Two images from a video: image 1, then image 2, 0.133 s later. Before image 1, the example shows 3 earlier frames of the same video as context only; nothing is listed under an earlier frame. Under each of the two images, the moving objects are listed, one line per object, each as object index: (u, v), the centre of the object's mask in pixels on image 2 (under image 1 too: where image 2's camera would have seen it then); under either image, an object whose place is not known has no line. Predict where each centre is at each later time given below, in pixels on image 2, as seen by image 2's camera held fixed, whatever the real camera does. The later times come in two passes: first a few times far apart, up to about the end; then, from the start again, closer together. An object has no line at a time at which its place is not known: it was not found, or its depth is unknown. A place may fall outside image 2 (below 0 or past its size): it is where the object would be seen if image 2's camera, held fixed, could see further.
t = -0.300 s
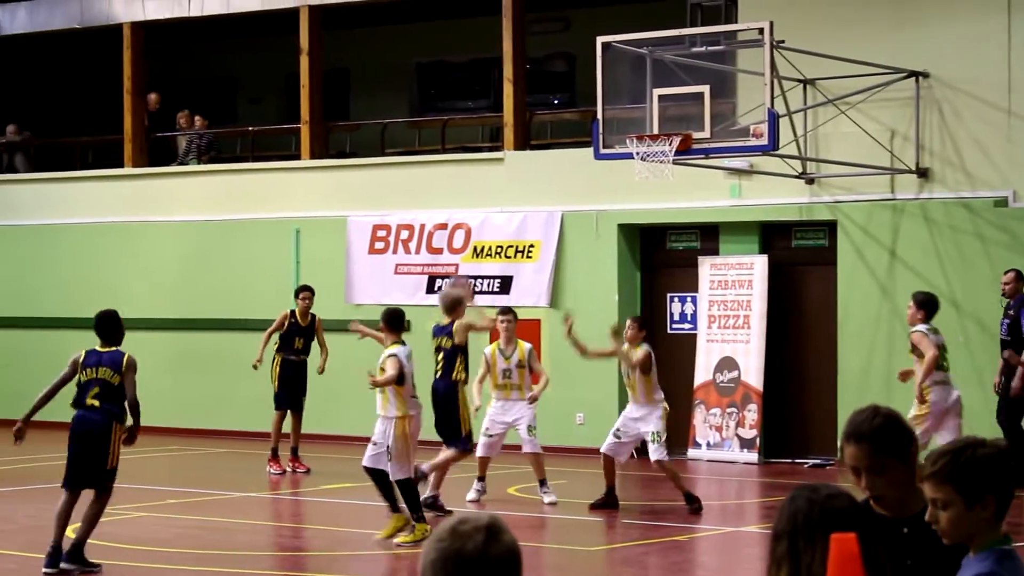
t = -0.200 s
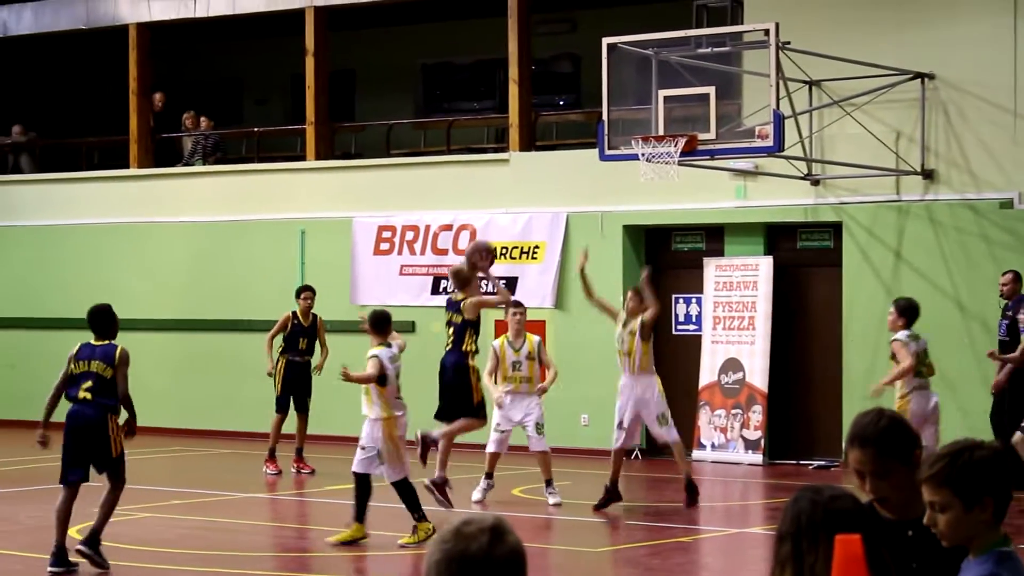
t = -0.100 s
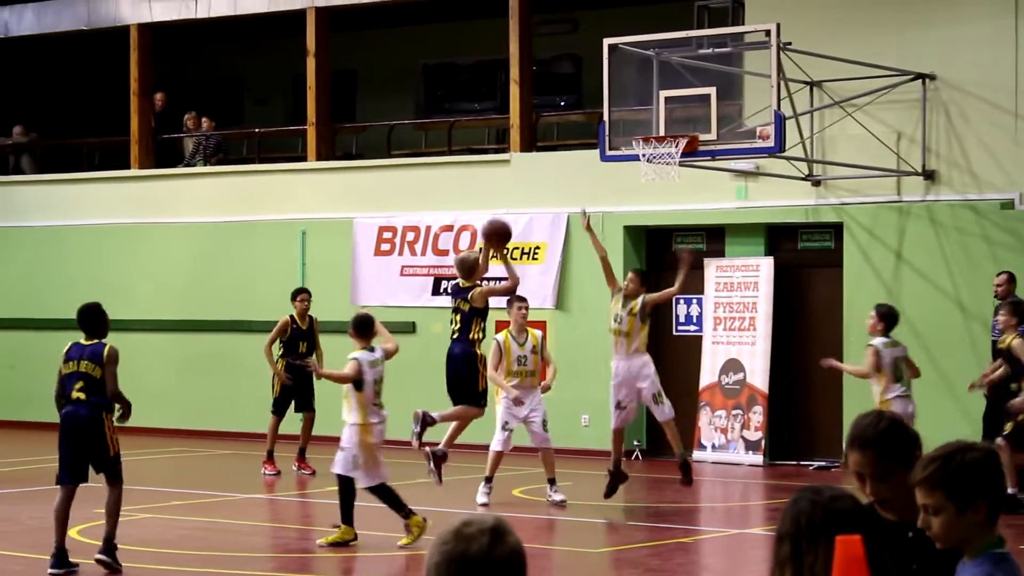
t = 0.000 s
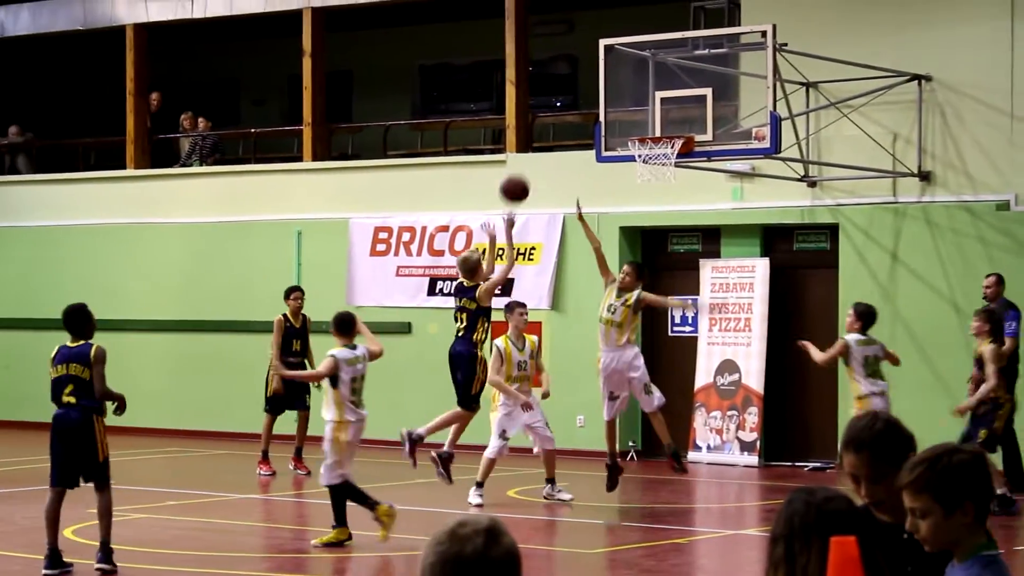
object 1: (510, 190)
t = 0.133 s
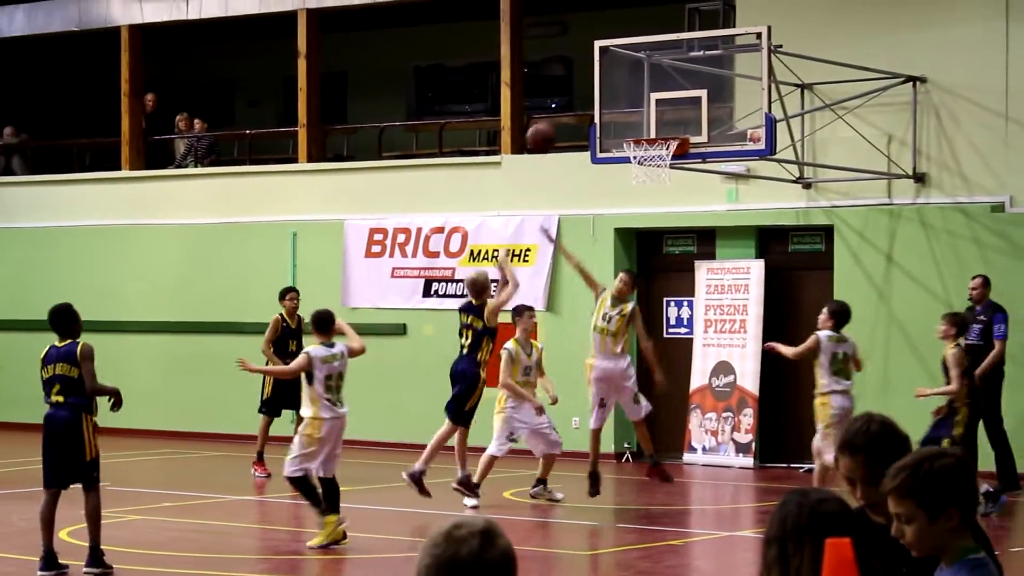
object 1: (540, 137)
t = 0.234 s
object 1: (564, 114)
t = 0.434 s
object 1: (606, 104)
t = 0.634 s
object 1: (648, 131)
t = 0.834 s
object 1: (640, 157)
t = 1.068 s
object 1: (618, 208)
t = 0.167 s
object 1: (548, 128)
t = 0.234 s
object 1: (564, 114)
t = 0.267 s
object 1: (571, 109)
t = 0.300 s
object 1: (578, 105)
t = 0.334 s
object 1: (585, 103)
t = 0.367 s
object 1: (592, 102)
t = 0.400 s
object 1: (599, 102)
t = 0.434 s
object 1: (606, 104)
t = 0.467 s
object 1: (613, 106)
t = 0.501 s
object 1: (619, 110)
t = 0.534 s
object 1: (626, 115)
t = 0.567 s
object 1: (634, 122)
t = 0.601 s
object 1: (640, 128)
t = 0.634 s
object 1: (648, 131)
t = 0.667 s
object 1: (659, 133)
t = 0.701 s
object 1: (662, 134)
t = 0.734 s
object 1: (656, 141)
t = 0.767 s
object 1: (654, 146)
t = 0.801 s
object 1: (645, 150)
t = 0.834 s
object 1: (640, 157)
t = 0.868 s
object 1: (637, 162)
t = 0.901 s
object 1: (633, 170)
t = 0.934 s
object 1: (629, 178)
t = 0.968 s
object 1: (627, 181)
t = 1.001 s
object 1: (624, 188)
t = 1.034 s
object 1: (621, 198)
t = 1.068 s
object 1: (618, 208)
